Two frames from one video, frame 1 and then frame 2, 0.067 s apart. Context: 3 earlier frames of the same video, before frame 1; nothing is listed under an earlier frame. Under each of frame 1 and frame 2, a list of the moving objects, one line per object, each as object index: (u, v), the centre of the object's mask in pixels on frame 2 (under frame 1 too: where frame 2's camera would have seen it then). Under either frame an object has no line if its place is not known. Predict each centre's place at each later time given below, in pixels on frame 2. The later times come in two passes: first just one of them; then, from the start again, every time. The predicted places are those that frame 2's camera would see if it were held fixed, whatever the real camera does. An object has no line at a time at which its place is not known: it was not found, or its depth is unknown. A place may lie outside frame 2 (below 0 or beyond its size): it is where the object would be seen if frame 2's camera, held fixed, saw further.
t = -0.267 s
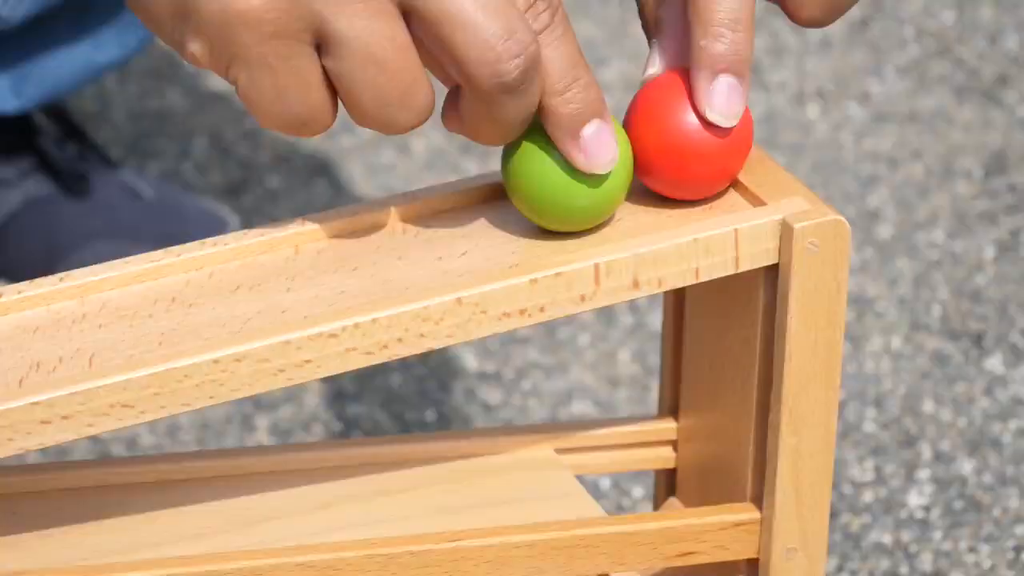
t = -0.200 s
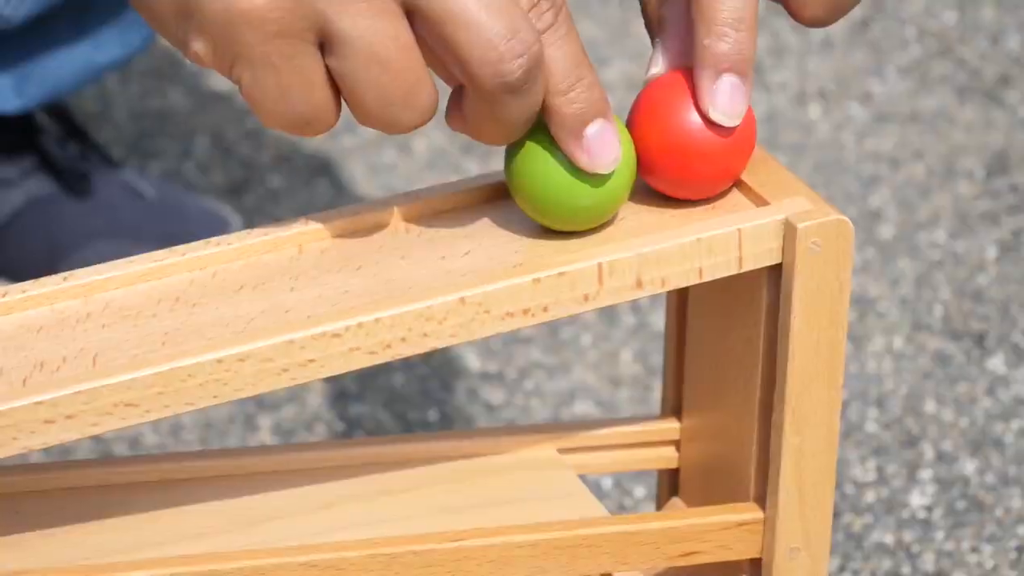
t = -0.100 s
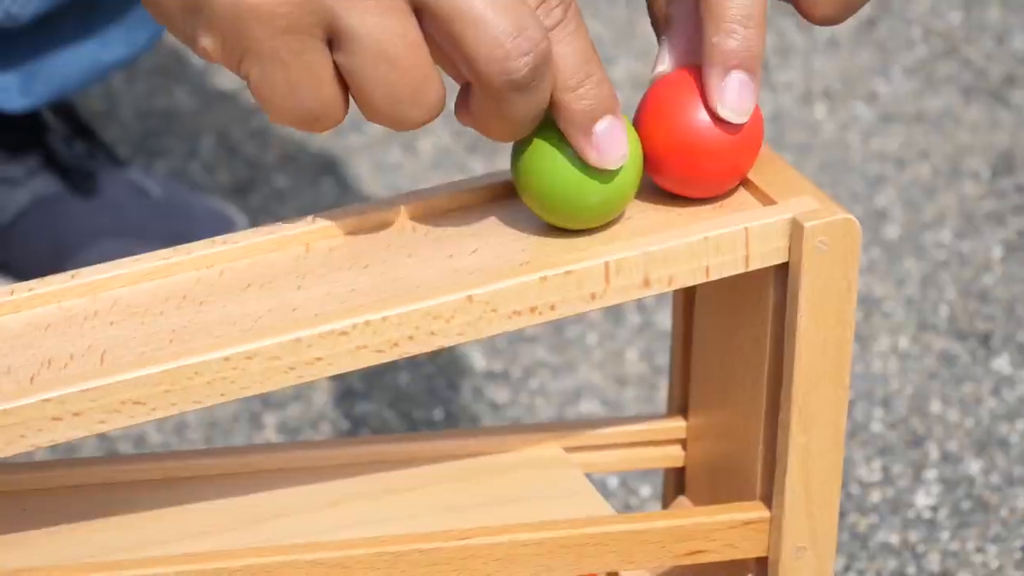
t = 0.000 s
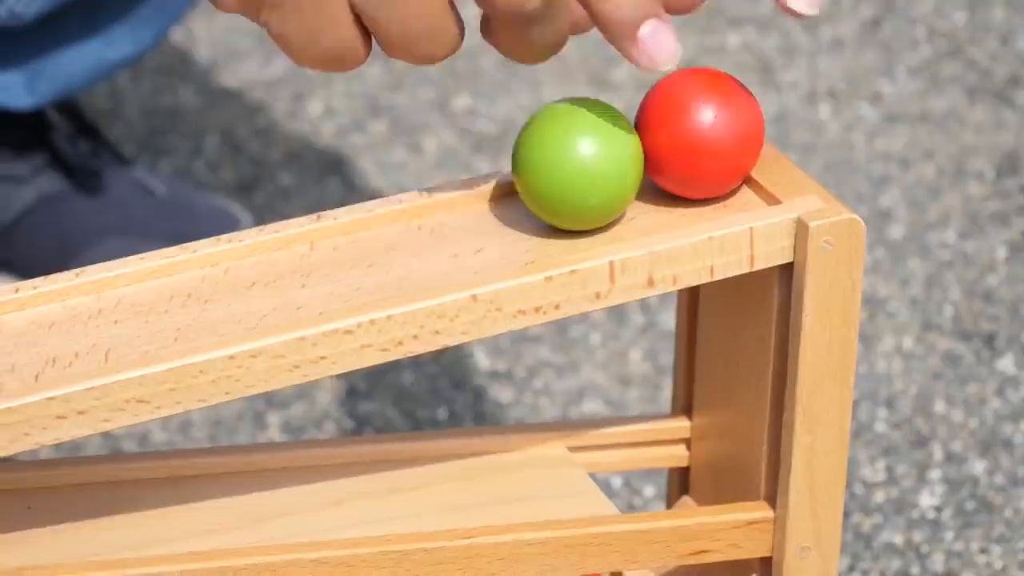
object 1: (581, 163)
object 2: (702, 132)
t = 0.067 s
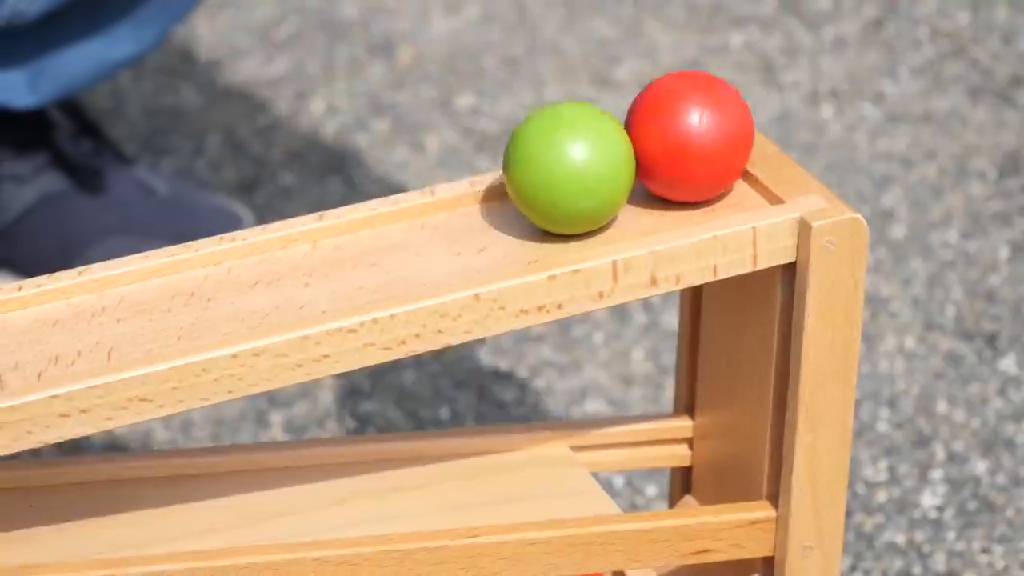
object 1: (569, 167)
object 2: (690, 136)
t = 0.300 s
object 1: (494, 202)
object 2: (607, 159)
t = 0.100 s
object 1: (561, 171)
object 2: (681, 138)
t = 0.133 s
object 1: (552, 174)
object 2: (671, 141)
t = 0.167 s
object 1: (541, 180)
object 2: (659, 144)
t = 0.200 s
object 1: (529, 185)
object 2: (647, 148)
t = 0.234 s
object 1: (516, 192)
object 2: (633, 152)
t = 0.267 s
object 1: (502, 199)
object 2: (616, 157)
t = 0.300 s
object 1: (494, 202)
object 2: (607, 159)
